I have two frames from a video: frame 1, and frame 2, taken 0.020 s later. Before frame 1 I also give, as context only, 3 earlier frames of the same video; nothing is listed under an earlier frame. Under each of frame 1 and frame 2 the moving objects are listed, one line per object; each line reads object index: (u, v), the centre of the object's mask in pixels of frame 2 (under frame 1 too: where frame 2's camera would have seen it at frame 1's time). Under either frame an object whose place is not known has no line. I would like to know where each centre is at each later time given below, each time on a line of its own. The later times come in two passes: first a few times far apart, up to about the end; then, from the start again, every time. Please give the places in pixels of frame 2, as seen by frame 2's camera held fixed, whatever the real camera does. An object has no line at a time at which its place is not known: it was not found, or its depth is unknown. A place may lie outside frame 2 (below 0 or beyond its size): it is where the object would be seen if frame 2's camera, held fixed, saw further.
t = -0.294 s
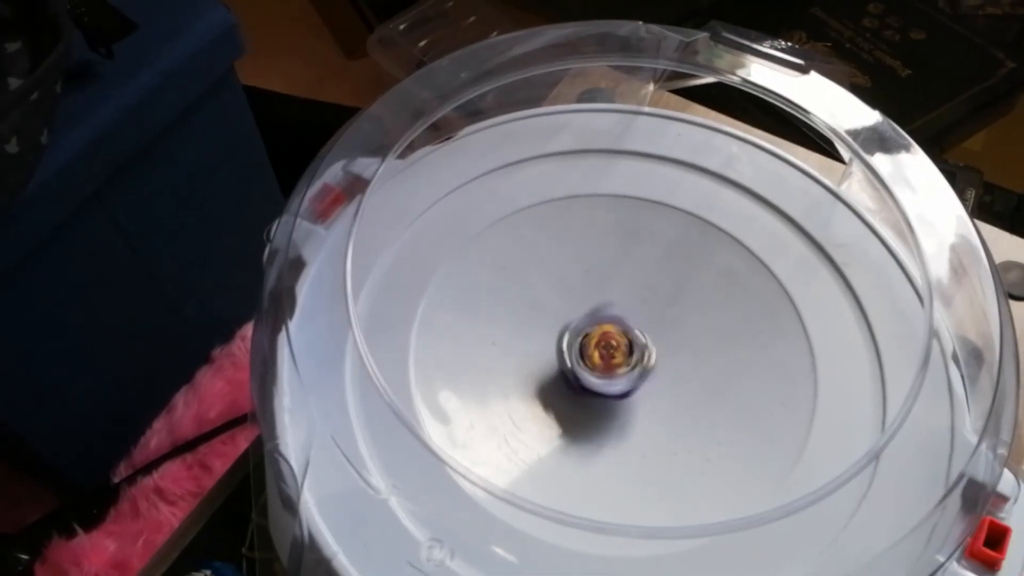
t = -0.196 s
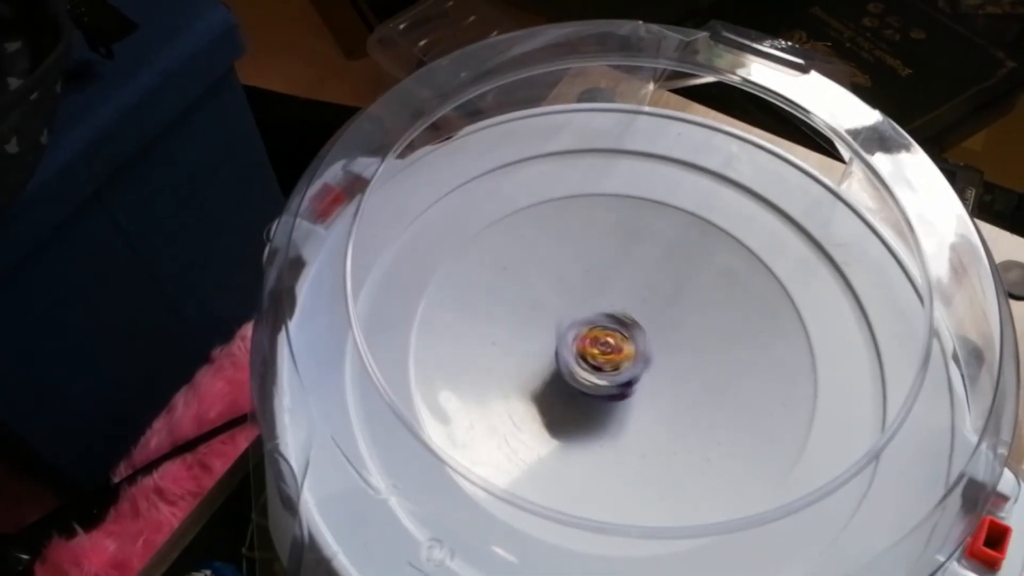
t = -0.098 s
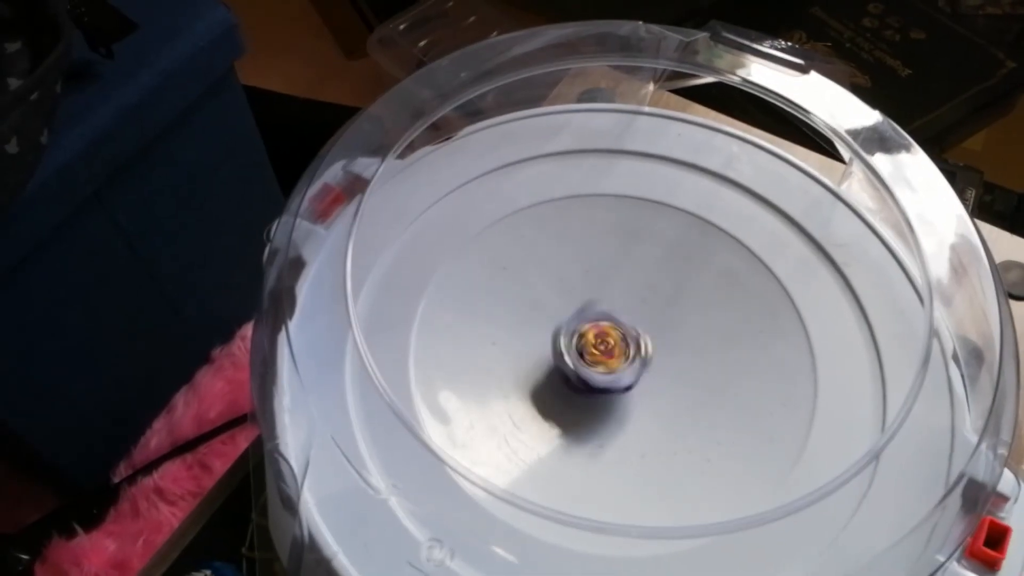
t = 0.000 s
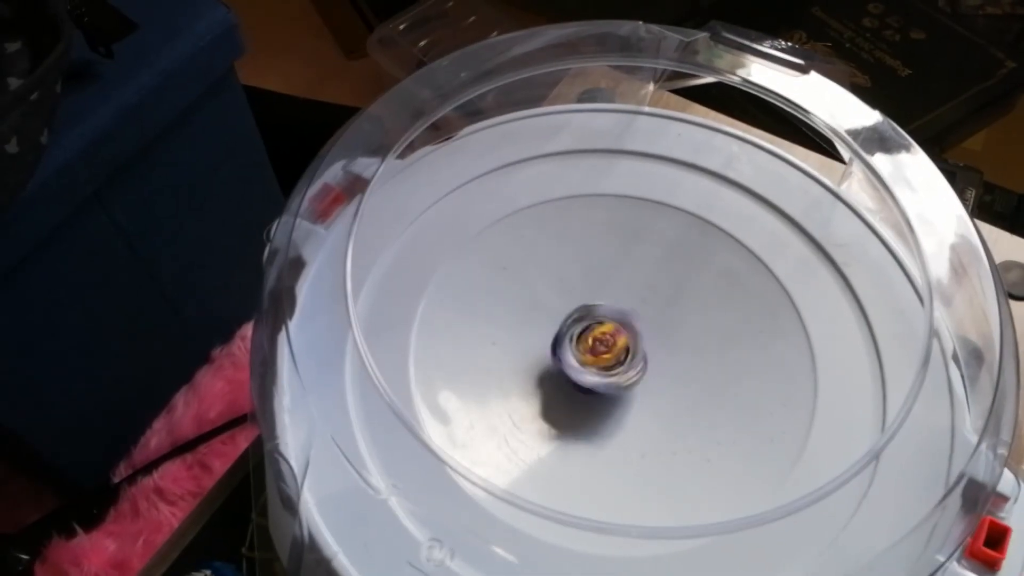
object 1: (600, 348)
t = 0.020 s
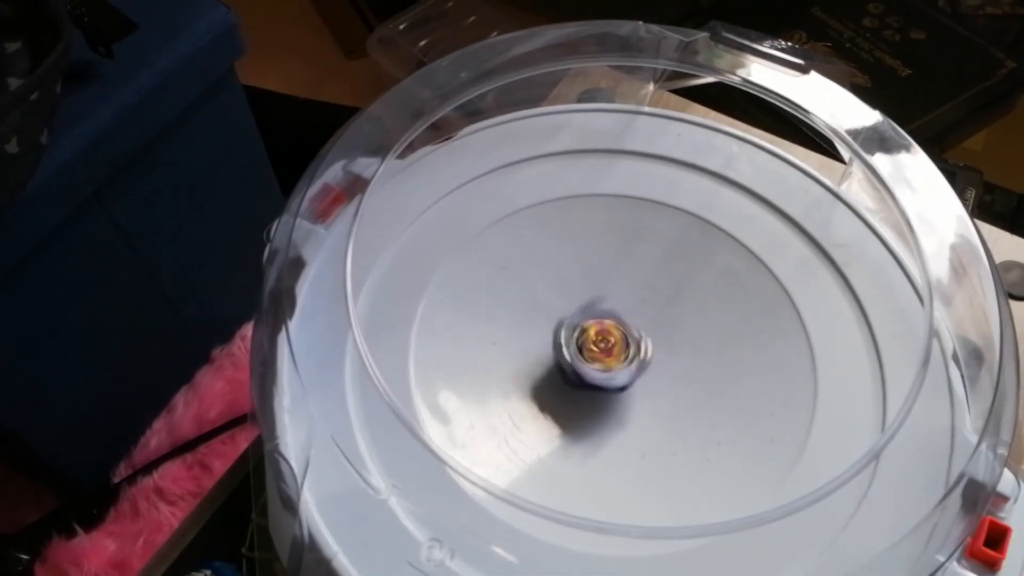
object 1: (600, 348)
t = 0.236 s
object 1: (606, 343)
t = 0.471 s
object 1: (617, 340)
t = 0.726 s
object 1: (624, 346)
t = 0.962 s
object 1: (619, 354)
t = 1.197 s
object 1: (610, 358)
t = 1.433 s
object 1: (605, 353)
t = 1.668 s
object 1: (601, 343)
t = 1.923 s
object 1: (611, 337)
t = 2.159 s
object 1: (622, 342)
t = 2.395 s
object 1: (621, 354)
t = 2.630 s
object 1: (609, 356)
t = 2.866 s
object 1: (602, 353)
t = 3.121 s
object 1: (601, 341)
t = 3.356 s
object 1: (612, 338)
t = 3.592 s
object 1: (620, 341)
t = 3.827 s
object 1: (622, 353)
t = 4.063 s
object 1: (612, 359)
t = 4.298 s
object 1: (601, 353)
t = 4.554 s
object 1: (602, 345)
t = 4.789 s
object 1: (605, 339)
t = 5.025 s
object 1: (614, 339)
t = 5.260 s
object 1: (619, 344)
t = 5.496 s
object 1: (622, 349)
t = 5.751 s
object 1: (606, 353)
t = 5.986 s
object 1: (602, 350)
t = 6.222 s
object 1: (602, 343)
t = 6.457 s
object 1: (607, 340)
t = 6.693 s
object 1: (615, 345)
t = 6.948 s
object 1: (621, 350)
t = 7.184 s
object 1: (618, 353)
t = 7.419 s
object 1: (614, 357)
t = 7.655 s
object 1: (606, 356)
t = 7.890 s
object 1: (604, 350)
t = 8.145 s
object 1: (601, 357)
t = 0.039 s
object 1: (600, 348)
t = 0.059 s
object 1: (602, 347)
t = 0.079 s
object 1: (597, 347)
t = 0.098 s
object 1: (599, 348)
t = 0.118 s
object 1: (601, 346)
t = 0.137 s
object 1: (601, 345)
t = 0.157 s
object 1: (602, 344)
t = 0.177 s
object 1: (604, 343)
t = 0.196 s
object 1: (601, 342)
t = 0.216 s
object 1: (602, 344)
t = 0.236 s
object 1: (606, 343)
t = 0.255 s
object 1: (605, 340)
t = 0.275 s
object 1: (607, 340)
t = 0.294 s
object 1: (609, 340)
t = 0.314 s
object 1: (609, 338)
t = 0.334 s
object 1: (608, 339)
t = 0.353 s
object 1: (612, 340)
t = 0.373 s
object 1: (612, 337)
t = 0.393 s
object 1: (613, 338)
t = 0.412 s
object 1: (614, 338)
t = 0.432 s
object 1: (616, 337)
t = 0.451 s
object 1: (614, 339)
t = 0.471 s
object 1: (617, 340)
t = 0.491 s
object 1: (618, 338)
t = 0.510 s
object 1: (619, 339)
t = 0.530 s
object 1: (619, 339)
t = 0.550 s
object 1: (622, 339)
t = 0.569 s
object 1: (619, 340)
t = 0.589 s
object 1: (620, 343)
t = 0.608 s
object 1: (622, 341)
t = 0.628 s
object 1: (622, 340)
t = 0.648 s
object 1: (623, 341)
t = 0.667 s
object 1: (625, 342)
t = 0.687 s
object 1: (622, 341)
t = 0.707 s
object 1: (620, 344)
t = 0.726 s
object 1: (624, 346)
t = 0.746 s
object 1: (622, 344)
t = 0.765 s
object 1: (624, 346)
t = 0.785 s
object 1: (624, 346)
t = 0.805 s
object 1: (624, 346)
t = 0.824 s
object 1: (621, 348)
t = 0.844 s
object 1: (623, 351)
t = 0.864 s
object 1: (623, 349)
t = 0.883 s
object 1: (623, 348)
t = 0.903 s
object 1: (622, 349)
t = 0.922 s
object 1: (624, 349)
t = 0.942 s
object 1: (621, 348)
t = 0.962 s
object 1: (619, 354)
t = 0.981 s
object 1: (621, 354)
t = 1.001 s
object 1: (620, 353)
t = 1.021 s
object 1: (621, 353)
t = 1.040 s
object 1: (621, 355)
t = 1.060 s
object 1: (620, 354)
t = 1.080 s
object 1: (615, 357)
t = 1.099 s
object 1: (617, 359)
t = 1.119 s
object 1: (616, 356)
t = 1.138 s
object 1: (615, 357)
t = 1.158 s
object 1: (615, 357)
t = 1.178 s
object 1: (615, 357)
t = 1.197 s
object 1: (610, 358)
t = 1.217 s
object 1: (609, 360)
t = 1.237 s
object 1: (611, 359)
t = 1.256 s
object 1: (609, 356)
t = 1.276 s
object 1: (609, 356)
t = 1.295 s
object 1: (609, 357)
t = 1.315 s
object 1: (608, 355)
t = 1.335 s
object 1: (603, 357)
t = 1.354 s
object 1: (605, 358)
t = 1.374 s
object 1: (604, 355)
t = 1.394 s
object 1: (604, 354)
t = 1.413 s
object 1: (603, 354)
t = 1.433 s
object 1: (605, 353)
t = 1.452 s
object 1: (599, 352)
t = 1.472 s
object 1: (599, 353)
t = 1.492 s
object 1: (601, 352)
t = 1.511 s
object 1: (600, 349)
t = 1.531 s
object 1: (601, 349)
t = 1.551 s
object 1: (600, 348)
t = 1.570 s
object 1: (598, 346)
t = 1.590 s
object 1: (597, 347)
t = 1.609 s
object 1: (599, 348)
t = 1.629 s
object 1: (600, 345)
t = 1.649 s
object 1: (600, 344)
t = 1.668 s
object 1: (601, 343)
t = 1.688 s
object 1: (603, 342)
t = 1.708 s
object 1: (600, 340)
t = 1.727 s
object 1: (600, 342)
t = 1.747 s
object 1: (604, 342)
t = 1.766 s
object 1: (603, 340)
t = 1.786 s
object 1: (604, 339)
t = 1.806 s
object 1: (605, 339)
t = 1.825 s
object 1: (606, 336)
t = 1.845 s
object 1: (605, 338)
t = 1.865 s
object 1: (606, 339)
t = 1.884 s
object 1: (609, 339)
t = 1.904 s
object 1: (609, 337)
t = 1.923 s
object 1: (611, 337)
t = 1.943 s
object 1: (613, 337)
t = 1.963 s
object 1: (612, 335)
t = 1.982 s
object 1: (612, 338)
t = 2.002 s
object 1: (614, 339)
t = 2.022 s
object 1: (616, 338)
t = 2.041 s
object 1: (617, 338)
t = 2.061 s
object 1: (618, 338)
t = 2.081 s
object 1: (620, 338)
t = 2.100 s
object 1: (618, 338)
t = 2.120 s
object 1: (619, 341)
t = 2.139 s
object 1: (622, 343)
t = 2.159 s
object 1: (622, 342)
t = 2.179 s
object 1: (623, 342)
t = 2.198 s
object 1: (625, 344)
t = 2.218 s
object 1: (623, 342)
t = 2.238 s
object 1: (622, 344)
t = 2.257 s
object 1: (622, 348)
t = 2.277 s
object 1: (625, 349)
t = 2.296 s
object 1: (623, 348)
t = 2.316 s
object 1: (625, 349)
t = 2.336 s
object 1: (626, 350)
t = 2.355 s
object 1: (623, 349)
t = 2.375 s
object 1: (621, 351)
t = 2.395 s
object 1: (621, 354)
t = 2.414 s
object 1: (623, 355)
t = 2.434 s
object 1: (621, 353)
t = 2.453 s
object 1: (621, 355)
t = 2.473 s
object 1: (621, 354)
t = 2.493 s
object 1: (617, 354)
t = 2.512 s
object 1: (616, 356)
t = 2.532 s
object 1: (615, 358)
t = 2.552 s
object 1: (616, 357)
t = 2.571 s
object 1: (615, 356)
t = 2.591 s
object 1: (614, 358)
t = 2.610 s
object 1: (613, 357)
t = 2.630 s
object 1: (609, 356)
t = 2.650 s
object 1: (608, 358)
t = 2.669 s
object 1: (609, 360)
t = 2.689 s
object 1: (609, 358)
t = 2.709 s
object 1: (608, 356)
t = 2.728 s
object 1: (608, 357)
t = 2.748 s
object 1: (606, 355)
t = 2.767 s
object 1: (603, 355)
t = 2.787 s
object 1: (602, 357)
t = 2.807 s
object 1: (603, 358)
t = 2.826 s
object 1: (602, 355)
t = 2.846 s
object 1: (602, 353)
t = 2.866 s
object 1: (602, 353)
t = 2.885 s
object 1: (601, 351)
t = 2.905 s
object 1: (598, 350)
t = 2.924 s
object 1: (597, 352)
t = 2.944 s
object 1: (600, 351)
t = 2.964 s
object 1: (599, 349)
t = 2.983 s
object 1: (599, 347)
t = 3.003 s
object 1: (600, 347)
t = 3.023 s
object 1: (600, 345)
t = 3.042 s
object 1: (598, 344)
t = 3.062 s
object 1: (597, 346)
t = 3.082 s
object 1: (600, 344)
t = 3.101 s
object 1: (600, 343)
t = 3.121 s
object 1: (601, 341)
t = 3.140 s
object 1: (603, 342)
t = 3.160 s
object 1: (603, 340)
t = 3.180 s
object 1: (601, 339)
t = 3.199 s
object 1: (603, 342)
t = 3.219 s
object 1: (606, 340)
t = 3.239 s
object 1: (606, 338)
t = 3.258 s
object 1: (608, 337)
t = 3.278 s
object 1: (609, 338)
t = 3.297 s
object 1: (610, 337)
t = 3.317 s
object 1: (608, 336)
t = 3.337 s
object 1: (610, 339)
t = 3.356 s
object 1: (612, 338)
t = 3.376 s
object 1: (613, 338)
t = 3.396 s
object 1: (615, 337)
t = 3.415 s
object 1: (615, 338)
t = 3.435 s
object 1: (617, 337)
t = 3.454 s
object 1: (615, 338)
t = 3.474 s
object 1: (616, 340)
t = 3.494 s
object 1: (619, 340)
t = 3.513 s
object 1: (619, 339)
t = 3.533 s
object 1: (621, 340)
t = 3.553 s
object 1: (621, 341)
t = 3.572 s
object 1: (620, 340)
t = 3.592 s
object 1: (620, 341)
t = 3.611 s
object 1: (620, 344)
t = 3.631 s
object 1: (623, 345)
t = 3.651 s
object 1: (623, 344)
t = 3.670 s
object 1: (623, 345)
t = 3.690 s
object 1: (623, 346)
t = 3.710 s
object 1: (621, 346)
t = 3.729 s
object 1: (621, 348)
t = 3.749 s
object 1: (620, 350)
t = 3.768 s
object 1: (623, 352)
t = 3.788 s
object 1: (621, 351)
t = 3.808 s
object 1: (622, 352)
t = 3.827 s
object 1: (622, 353)
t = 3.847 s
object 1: (620, 352)
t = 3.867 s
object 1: (618, 354)
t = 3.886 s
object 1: (617, 356)
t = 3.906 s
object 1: (619, 358)
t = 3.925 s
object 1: (618, 356)
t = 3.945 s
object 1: (617, 357)
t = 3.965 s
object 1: (617, 358)
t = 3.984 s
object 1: (616, 356)
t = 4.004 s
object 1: (613, 356)
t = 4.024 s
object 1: (612, 358)
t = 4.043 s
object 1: (612, 360)
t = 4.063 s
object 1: (612, 359)
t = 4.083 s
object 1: (610, 357)
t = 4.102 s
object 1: (609, 358)
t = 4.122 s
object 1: (608, 356)
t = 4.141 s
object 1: (606, 356)
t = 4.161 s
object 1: (605, 356)
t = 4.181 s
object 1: (604, 358)
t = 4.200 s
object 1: (605, 355)
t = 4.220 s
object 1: (605, 355)
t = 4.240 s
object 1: (604, 355)
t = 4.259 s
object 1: (605, 354)
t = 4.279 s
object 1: (604, 352)
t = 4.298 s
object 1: (601, 353)
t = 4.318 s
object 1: (601, 354)
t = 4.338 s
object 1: (602, 352)
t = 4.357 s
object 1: (601, 351)
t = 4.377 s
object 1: (601, 350)
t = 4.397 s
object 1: (601, 350)
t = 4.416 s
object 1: (602, 348)
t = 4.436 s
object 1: (600, 347)
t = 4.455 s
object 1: (599, 348)
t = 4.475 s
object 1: (602, 348)
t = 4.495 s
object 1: (600, 345)
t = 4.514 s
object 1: (600, 346)
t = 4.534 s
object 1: (600, 345)
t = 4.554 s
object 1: (602, 345)
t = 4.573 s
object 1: (599, 342)
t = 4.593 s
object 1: (600, 344)
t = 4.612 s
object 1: (601, 345)
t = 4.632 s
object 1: (602, 343)
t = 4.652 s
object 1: (601, 341)
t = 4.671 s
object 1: (603, 341)
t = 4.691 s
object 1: (603, 341)
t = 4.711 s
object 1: (602, 339)
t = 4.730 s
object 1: (602, 340)
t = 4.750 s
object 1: (602, 341)
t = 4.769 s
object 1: (606, 341)
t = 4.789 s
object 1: (605, 339)
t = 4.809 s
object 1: (606, 339)
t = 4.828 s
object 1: (609, 339)
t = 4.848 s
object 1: (609, 337)
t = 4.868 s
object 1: (607, 337)
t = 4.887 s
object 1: (608, 339)
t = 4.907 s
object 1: (610, 341)
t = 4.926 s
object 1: (612, 340)
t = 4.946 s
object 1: (614, 340)
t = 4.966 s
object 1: (615, 340)
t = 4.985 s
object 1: (617, 339)
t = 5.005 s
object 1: (615, 338)
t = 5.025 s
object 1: (614, 339)
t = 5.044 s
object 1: (615, 340)
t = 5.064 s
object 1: (618, 342)
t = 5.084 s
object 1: (617, 342)
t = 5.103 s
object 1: (618, 342)
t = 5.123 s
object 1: (621, 343)
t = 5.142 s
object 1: (622, 341)
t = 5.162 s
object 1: (620, 339)
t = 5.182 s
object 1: (620, 340)
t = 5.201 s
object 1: (622, 342)
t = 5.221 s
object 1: (620, 341)
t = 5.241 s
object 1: (620, 344)
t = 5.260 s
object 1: (619, 344)
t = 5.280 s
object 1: (623, 346)
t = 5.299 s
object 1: (623, 344)
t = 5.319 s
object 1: (623, 343)
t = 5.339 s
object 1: (623, 345)
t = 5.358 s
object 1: (622, 344)
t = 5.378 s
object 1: (620, 344)
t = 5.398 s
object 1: (620, 347)
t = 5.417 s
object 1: (620, 348)
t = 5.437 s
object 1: (622, 349)
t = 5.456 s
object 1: (622, 346)
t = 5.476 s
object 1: (620, 348)
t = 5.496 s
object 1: (622, 349)
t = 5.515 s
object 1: (620, 348)
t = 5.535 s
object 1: (618, 349)
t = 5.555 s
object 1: (618, 351)
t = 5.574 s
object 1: (618, 353)
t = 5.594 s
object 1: (615, 352)
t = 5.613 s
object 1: (615, 353)
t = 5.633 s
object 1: (613, 355)
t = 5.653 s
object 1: (613, 355)
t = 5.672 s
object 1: (612, 353)
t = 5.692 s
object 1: (610, 355)
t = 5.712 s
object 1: (610, 355)
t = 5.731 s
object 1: (609, 354)
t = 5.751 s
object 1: (606, 353)
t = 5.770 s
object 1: (605, 354)
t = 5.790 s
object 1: (604, 355)
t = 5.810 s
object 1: (606, 355)
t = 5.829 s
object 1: (605, 352)
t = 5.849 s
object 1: (604, 352)
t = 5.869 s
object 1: (605, 352)
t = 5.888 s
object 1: (604, 351)
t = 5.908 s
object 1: (601, 351)
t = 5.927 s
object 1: (600, 352)
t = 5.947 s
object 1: (603, 353)
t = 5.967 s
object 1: (601, 350)
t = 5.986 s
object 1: (602, 350)
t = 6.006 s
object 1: (602, 349)
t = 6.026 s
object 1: (603, 349)
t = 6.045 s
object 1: (603, 346)
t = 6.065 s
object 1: (600, 346)
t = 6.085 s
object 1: (600, 348)
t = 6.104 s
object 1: (603, 348)
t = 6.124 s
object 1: (602, 346)
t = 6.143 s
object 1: (603, 346)
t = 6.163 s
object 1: (604, 345)
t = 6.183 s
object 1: (606, 345)
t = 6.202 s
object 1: (603, 341)
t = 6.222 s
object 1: (602, 343)
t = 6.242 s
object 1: (603, 344)
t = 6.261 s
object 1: (605, 344)
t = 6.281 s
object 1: (604, 344)
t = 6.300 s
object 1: (604, 344)
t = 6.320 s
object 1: (607, 344)
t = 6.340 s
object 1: (608, 341)
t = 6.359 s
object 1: (606, 339)
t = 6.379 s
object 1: (607, 339)
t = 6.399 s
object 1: (607, 339)
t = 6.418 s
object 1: (609, 339)
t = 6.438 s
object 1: (607, 338)
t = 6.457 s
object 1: (607, 340)
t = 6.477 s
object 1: (609, 341)
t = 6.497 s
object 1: (610, 339)
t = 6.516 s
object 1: (609, 338)
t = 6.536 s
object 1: (610, 339)
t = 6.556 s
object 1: (610, 340)
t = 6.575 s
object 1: (612, 338)
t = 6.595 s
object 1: (612, 339)
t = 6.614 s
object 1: (613, 340)
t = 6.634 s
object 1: (615, 341)
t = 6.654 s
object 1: (615, 341)
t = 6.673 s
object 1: (614, 341)
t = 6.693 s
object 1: (615, 345)
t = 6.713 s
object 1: (617, 345)
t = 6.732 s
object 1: (616, 344)
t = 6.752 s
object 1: (617, 345)
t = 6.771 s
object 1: (617, 346)
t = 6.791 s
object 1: (618, 347)
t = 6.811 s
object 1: (618, 347)
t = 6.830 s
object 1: (617, 349)
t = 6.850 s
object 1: (616, 351)
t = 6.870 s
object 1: (619, 352)
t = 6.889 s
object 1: (619, 351)
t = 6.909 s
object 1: (619, 351)
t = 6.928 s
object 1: (620, 351)
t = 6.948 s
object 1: (621, 350)
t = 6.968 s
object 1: (619, 349)
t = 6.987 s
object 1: (617, 350)
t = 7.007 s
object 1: (616, 351)
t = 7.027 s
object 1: (619, 354)
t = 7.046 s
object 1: (618, 353)
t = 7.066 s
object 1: (617, 353)
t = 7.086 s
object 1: (619, 354)
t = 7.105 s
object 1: (621, 354)
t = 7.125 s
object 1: (620, 351)
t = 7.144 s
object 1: (619, 351)
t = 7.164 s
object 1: (618, 351)
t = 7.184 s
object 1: (618, 353)
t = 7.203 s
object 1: (617, 353)
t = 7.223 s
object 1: (617, 355)
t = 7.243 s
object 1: (617, 355)
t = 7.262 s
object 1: (619, 356)
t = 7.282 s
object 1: (618, 354)
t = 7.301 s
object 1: (618, 354)
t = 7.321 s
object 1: (616, 354)
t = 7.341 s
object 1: (617, 354)
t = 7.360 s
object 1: (615, 353)
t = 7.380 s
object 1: (613, 355)
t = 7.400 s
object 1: (613, 356)
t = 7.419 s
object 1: (614, 357)
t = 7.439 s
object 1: (615, 356)
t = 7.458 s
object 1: (612, 355)
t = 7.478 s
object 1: (611, 356)
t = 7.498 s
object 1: (612, 357)
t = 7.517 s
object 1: (611, 356)
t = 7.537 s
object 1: (609, 355)
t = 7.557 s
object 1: (610, 355)
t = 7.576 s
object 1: (610, 355)
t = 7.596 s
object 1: (609, 353)
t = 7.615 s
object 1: (606, 353)
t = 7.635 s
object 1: (606, 355)
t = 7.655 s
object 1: (606, 356)
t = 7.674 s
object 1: (607, 354)
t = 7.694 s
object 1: (606, 352)
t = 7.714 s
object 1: (605, 351)
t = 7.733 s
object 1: (607, 352)
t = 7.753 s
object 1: (606, 350)
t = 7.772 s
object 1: (603, 350)
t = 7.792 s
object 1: (602, 351)
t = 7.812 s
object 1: (602, 352)
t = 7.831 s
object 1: (604, 350)
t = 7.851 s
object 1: (603, 351)
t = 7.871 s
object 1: (603, 349)
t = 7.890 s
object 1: (604, 350)
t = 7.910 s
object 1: (605, 349)
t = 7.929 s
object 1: (602, 346)
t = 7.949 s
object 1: (600, 346)
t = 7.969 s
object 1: (601, 347)
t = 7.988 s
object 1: (600, 346)
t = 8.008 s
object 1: (598, 346)
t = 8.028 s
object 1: (596, 348)
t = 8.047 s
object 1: (596, 350)
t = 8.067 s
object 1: (597, 351)
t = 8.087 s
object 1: (597, 352)
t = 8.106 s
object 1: (597, 353)
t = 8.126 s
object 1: (598, 355)
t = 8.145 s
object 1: (601, 357)
